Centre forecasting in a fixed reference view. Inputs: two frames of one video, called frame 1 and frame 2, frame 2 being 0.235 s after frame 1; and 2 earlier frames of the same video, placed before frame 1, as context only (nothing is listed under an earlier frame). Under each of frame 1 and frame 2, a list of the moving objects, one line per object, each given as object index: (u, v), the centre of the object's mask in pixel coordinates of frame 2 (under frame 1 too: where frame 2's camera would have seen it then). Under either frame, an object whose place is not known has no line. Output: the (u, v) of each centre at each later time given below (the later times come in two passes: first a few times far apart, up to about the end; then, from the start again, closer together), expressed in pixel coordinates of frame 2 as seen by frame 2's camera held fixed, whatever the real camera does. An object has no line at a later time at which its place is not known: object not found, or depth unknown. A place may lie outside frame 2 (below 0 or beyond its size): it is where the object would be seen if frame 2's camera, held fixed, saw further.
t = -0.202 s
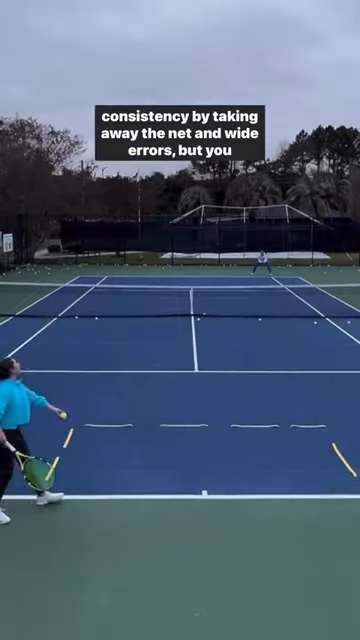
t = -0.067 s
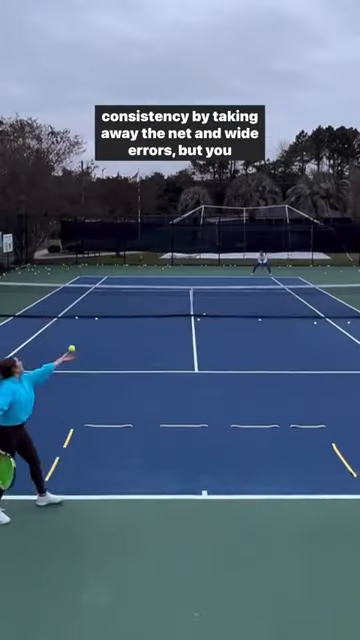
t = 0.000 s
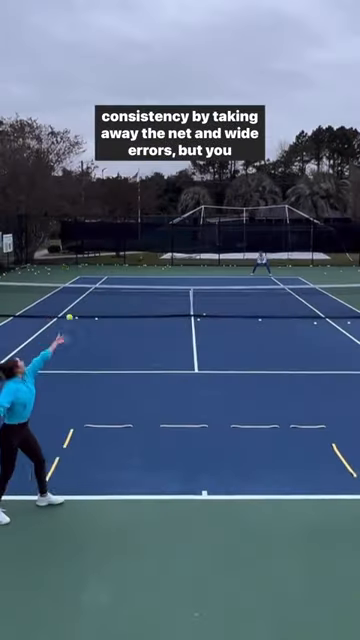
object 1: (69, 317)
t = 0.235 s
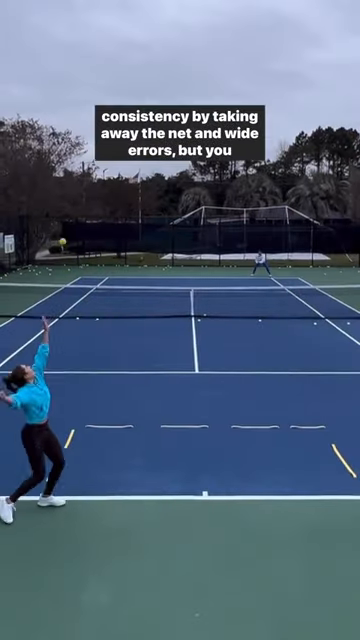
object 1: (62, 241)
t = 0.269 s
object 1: (61, 234)
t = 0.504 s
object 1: (54, 213)
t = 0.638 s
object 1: (49, 223)
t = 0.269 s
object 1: (61, 234)
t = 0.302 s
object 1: (60, 228)
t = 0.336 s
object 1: (59, 223)
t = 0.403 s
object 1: (57, 216)
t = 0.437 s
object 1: (56, 214)
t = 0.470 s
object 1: (55, 213)
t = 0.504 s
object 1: (54, 213)
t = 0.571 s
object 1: (51, 216)
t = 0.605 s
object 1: (51, 219)
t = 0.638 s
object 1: (49, 223)
